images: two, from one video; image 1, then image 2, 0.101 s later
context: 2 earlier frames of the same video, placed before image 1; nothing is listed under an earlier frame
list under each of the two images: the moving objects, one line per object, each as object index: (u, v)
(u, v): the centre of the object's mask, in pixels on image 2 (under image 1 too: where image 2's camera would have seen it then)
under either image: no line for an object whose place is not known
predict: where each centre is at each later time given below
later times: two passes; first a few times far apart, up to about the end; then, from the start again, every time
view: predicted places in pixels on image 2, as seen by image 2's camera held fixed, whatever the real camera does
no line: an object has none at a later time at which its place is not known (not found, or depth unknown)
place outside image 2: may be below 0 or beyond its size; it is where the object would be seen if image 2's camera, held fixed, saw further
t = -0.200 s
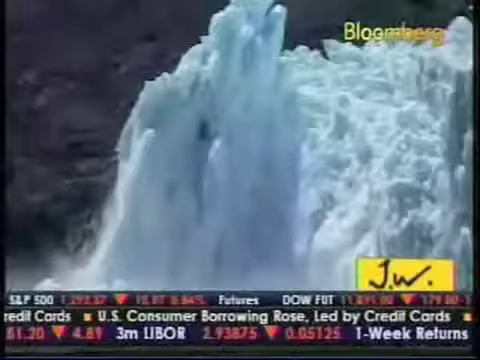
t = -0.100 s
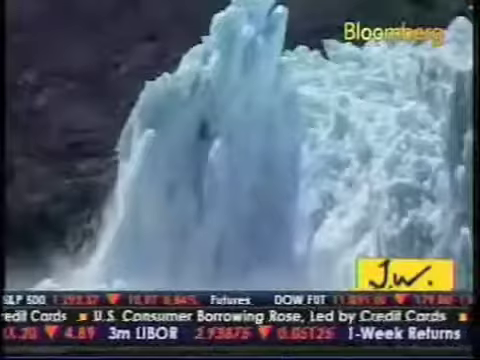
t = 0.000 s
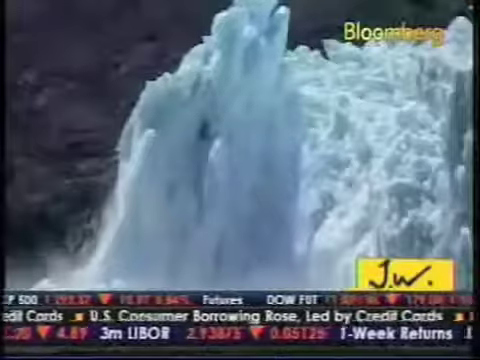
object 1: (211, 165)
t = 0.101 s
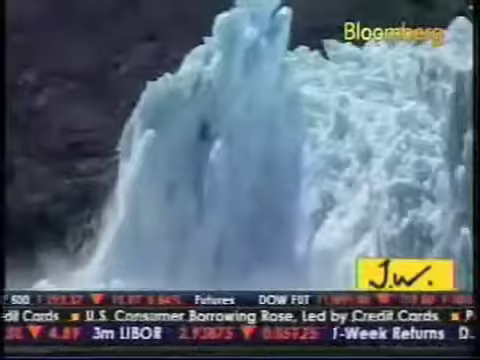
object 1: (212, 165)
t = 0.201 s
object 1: (212, 165)
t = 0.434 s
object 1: (214, 166)
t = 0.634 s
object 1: (216, 167)
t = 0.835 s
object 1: (218, 169)
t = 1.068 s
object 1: (220, 174)
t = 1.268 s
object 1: (222, 180)
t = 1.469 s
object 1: (222, 185)
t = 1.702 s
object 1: (224, 186)
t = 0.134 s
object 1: (212, 165)
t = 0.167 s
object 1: (212, 165)
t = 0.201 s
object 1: (212, 165)
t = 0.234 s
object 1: (212, 165)
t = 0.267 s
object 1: (213, 165)
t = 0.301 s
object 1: (213, 165)
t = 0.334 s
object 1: (213, 166)
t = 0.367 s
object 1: (214, 166)
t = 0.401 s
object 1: (214, 166)
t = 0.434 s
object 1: (214, 166)
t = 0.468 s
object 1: (215, 166)
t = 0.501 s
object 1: (215, 166)
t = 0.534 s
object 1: (216, 166)
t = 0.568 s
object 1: (216, 166)
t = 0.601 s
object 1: (215, 166)
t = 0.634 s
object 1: (216, 167)
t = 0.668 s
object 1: (216, 167)
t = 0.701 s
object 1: (216, 168)
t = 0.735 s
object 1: (216, 168)
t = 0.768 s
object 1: (217, 168)
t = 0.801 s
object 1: (218, 169)
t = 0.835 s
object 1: (218, 169)
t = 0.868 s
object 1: (218, 170)
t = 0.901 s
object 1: (218, 170)
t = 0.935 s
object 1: (219, 171)
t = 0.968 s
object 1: (219, 172)
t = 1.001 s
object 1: (219, 172)
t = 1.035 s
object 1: (220, 173)
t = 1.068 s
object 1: (220, 174)
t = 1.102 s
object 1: (220, 174)
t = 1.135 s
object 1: (220, 175)
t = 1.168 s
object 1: (221, 176)
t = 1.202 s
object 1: (221, 179)
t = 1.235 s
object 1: (221, 179)
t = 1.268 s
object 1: (222, 180)
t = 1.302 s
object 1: (222, 181)
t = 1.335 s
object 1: (222, 182)
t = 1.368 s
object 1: (222, 183)
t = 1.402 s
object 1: (222, 184)
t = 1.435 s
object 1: (222, 184)
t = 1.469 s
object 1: (222, 185)
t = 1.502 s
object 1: (223, 185)
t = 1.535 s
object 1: (223, 185)
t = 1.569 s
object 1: (223, 185)
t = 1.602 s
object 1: (223, 186)
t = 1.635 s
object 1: (224, 185)
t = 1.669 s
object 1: (225, 185)
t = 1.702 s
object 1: (224, 186)
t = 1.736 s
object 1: (224, 186)
